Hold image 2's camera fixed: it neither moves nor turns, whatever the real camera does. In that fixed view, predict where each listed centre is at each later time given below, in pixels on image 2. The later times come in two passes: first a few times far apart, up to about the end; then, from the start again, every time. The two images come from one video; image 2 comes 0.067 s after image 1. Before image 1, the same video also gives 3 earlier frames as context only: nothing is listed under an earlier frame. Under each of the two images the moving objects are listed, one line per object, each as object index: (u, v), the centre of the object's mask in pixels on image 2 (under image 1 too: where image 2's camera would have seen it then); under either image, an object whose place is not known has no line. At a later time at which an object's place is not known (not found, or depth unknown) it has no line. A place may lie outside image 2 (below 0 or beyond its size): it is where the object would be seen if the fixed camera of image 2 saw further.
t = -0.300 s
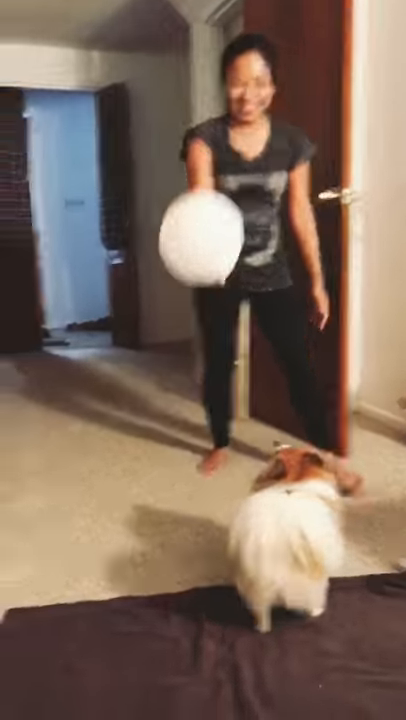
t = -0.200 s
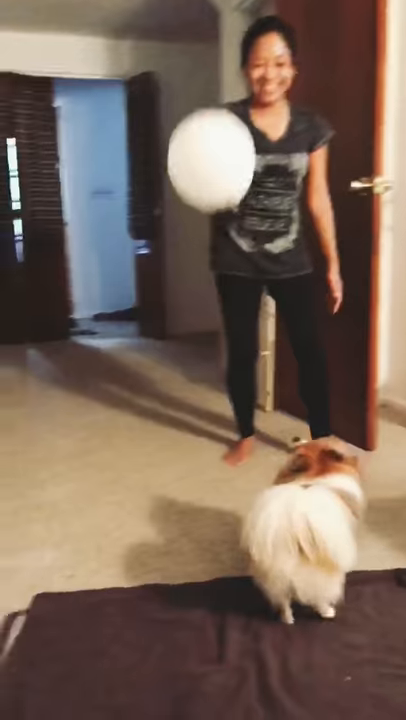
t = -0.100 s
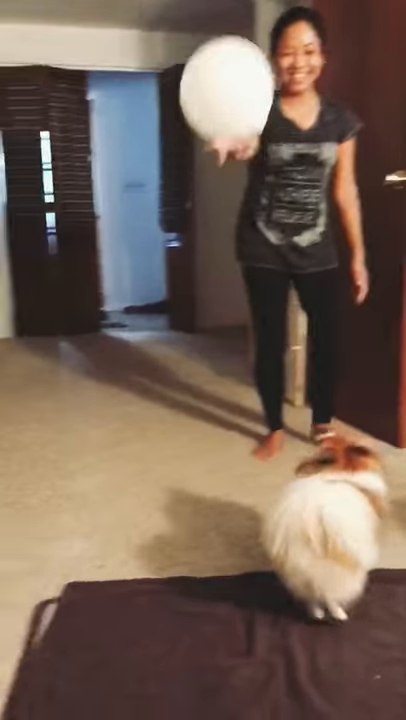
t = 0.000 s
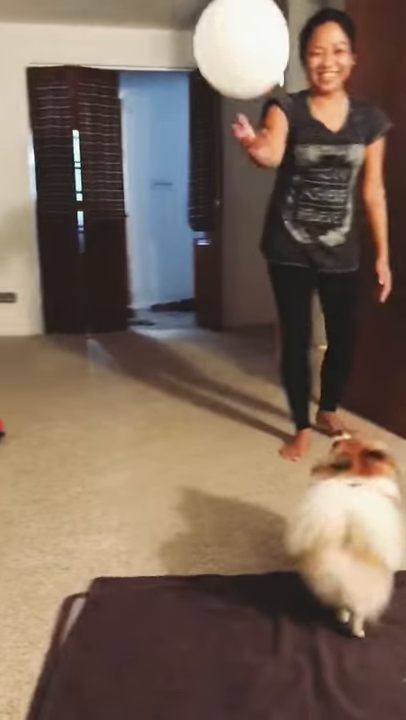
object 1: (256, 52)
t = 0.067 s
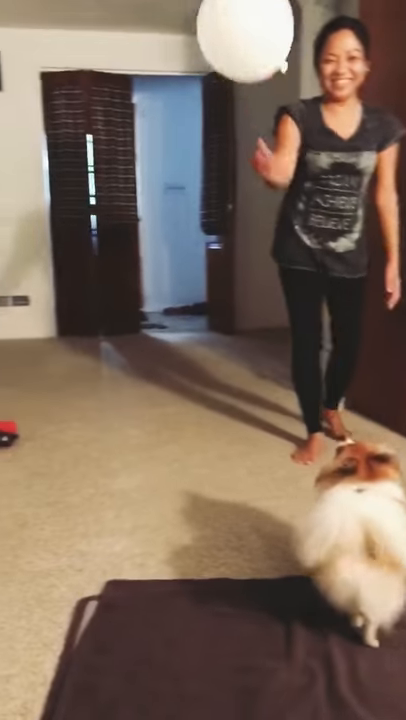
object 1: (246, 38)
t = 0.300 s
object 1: (214, 23)
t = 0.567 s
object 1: (191, 75)
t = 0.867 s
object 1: (178, 225)
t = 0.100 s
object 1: (240, 33)
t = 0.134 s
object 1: (236, 29)
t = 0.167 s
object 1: (231, 26)
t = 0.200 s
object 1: (227, 23)
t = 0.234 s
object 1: (222, 22)
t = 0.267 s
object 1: (218, 22)
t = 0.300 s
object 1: (214, 23)
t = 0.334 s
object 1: (211, 24)
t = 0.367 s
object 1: (207, 27)
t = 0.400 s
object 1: (204, 31)
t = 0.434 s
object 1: (201, 36)
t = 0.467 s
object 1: (199, 42)
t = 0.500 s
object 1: (196, 52)
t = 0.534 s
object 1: (193, 63)
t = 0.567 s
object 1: (191, 75)
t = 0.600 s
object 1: (189, 89)
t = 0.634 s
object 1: (186, 103)
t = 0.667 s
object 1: (184, 118)
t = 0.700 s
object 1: (182, 133)
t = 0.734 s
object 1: (181, 150)
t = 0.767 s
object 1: (180, 168)
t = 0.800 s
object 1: (180, 186)
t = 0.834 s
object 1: (178, 206)
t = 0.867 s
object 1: (178, 225)
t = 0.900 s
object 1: (177, 245)
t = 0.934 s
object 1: (177, 266)
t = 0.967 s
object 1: (176, 286)
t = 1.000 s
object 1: (175, 308)
